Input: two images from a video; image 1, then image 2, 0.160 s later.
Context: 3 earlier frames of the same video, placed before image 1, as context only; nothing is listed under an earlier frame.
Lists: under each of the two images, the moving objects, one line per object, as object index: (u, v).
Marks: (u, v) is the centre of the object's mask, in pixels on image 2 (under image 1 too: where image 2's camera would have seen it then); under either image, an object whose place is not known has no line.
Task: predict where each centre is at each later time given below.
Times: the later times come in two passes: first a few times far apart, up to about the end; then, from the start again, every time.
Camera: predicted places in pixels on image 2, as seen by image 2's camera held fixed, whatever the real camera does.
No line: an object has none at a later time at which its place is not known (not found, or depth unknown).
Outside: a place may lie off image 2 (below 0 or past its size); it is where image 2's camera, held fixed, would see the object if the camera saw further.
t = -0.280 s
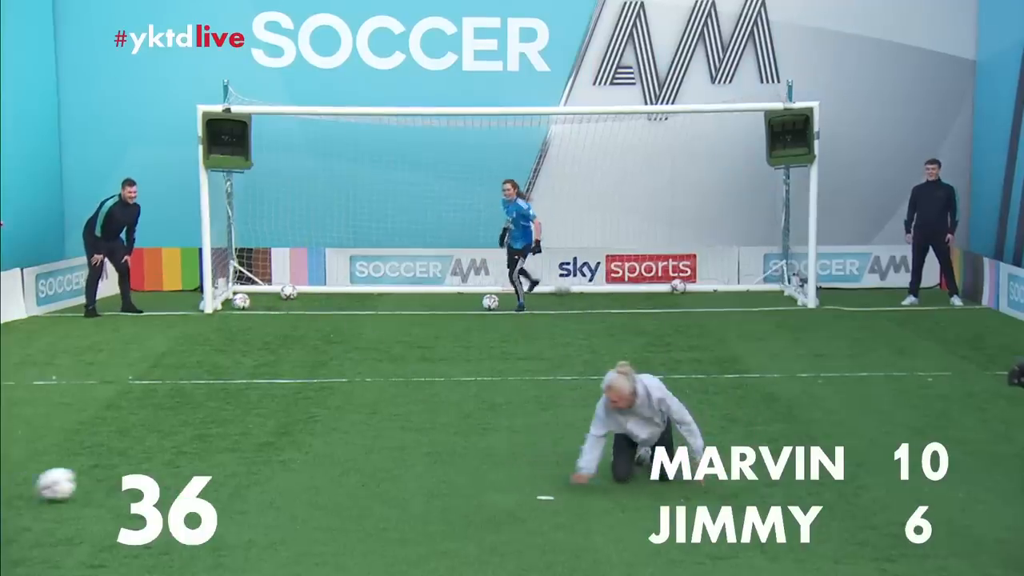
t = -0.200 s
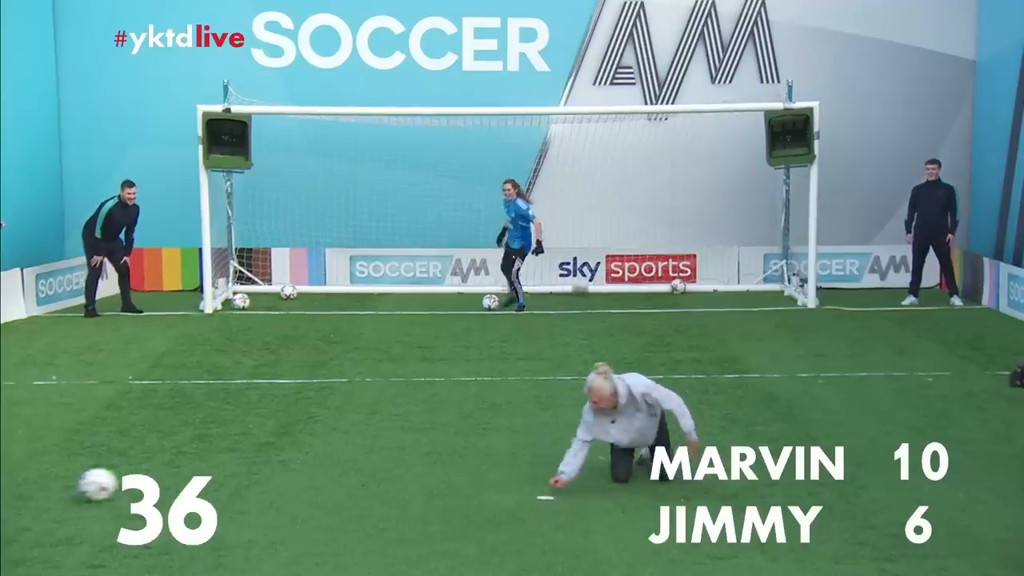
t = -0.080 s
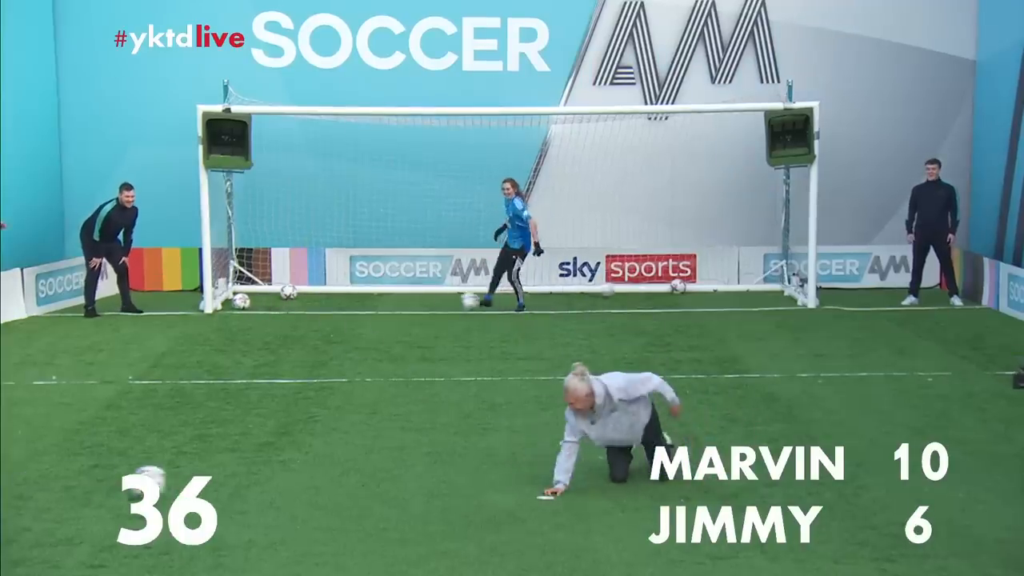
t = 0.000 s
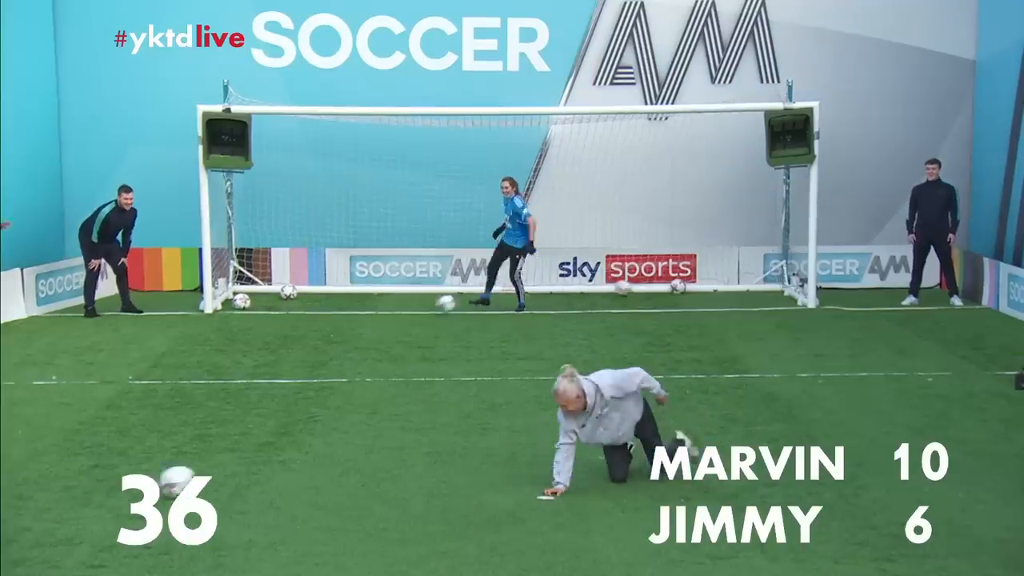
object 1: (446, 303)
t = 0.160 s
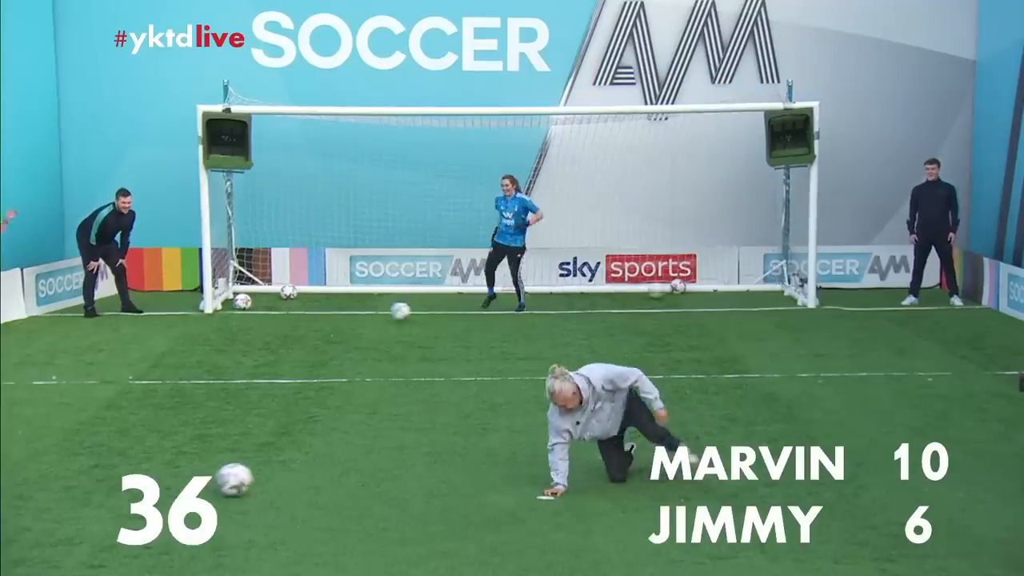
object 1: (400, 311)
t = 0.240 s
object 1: (377, 314)
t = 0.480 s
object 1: (312, 327)
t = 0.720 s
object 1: (257, 335)
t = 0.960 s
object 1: (207, 344)
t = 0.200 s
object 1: (389, 312)
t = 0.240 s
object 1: (377, 314)
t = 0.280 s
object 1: (366, 318)
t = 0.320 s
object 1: (353, 321)
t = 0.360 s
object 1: (344, 321)
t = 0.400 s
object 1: (334, 323)
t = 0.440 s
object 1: (323, 324)
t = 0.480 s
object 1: (312, 327)
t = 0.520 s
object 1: (301, 328)
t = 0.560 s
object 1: (292, 330)
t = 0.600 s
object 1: (282, 332)
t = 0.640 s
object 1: (274, 333)
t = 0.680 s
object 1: (266, 334)
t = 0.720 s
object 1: (257, 335)
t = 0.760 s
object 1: (248, 337)
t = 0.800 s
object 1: (240, 338)
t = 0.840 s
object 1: (232, 339)
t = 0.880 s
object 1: (224, 342)
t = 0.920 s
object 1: (215, 343)
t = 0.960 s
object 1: (207, 344)
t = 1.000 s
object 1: (199, 346)
